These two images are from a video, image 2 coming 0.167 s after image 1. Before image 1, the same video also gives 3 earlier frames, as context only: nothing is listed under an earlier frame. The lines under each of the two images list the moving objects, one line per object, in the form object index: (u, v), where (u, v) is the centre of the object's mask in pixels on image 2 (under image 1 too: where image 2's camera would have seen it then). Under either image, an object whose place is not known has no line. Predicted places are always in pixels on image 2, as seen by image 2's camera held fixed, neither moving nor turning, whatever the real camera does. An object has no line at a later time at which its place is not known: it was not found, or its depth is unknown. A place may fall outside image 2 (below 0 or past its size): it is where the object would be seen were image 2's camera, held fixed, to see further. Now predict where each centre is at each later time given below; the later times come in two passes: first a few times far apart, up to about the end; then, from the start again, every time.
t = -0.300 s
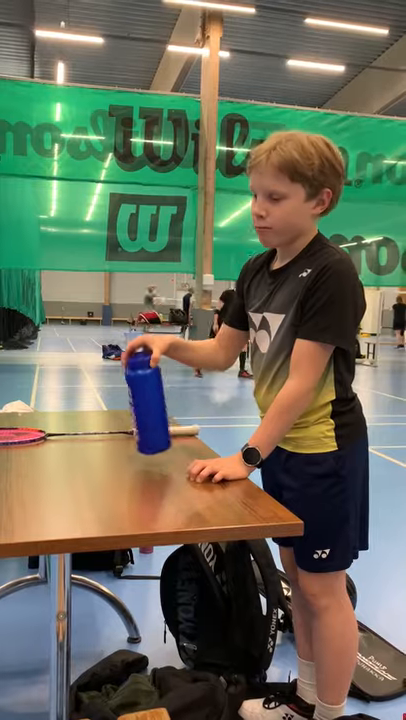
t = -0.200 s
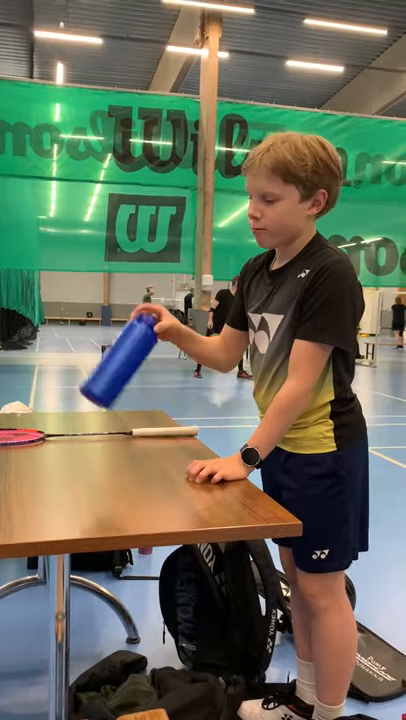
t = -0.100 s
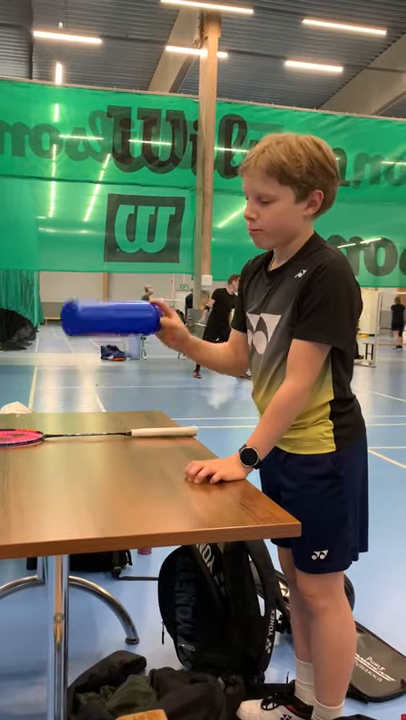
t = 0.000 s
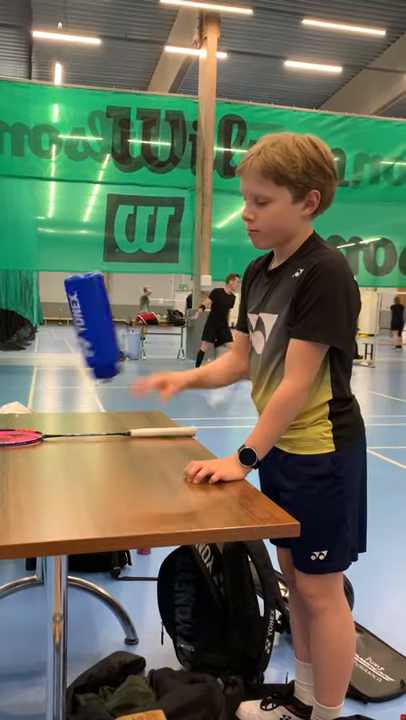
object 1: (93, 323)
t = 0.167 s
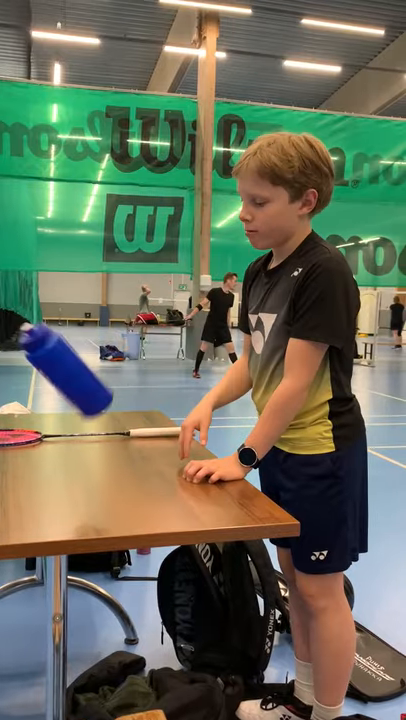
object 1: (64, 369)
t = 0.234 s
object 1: (76, 430)
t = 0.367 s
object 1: (98, 427)
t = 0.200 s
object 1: (71, 399)
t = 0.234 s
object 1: (76, 430)
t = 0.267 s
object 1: (85, 428)
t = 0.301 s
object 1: (88, 427)
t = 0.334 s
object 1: (92, 426)
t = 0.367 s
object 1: (98, 427)
